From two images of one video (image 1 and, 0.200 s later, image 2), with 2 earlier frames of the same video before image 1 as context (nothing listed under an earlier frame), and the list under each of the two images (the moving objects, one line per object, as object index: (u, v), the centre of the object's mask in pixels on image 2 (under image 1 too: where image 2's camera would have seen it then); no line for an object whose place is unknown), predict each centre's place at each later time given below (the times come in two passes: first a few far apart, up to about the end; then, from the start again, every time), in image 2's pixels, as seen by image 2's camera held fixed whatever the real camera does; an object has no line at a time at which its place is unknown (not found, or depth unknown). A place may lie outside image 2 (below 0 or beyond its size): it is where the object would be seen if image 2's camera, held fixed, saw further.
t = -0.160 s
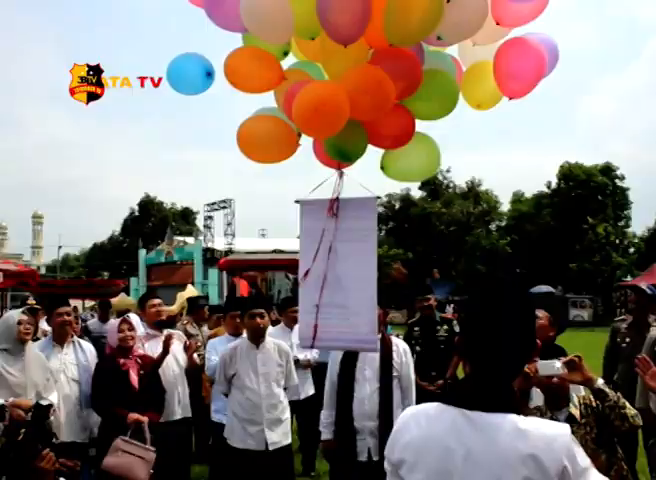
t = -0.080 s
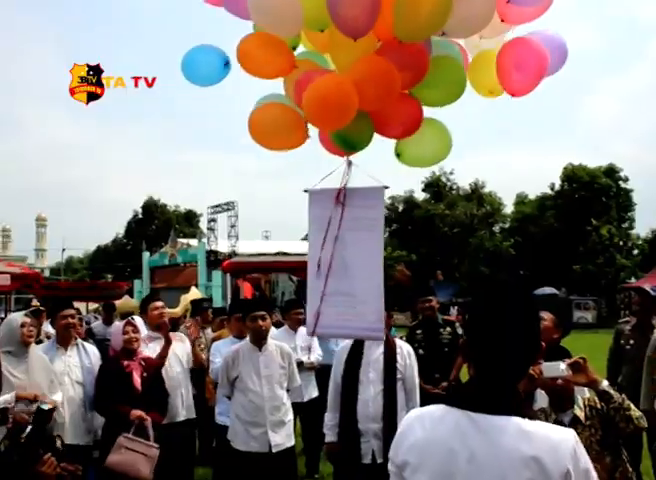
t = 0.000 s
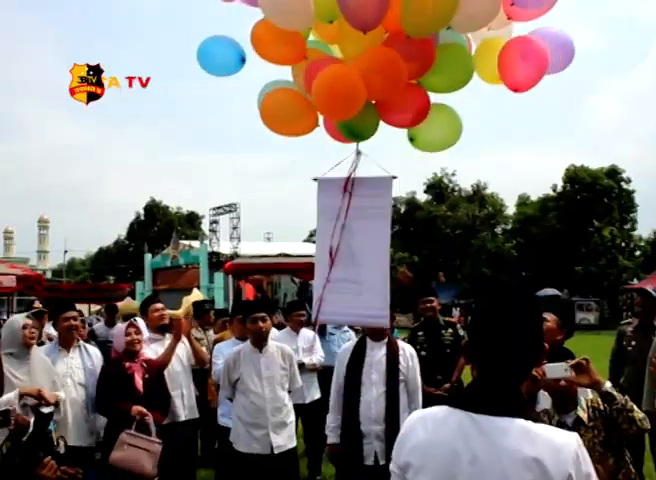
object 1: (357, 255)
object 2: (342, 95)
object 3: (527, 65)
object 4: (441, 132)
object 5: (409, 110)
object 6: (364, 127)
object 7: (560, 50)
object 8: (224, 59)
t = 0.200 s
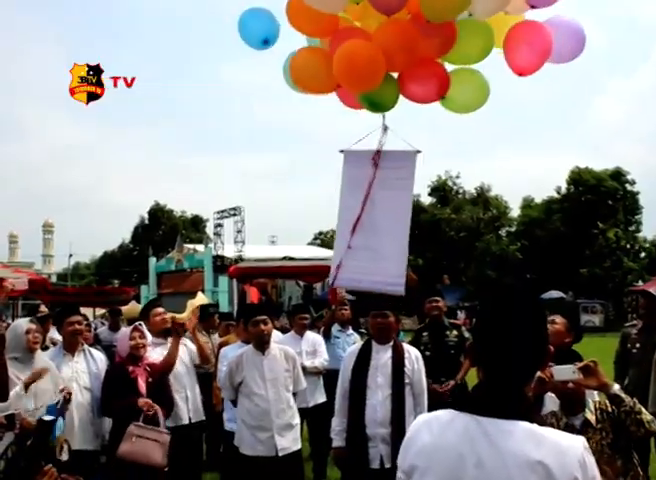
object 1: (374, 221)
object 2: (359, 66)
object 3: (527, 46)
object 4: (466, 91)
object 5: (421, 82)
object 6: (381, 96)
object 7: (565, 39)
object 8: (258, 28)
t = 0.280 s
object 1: (382, 209)
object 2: (365, 52)
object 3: (527, 37)
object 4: (475, 79)
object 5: (429, 71)
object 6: (389, 84)
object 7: (564, 34)
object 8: (272, 15)
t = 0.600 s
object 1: (426, 164)
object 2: (393, 2)
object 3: (536, -7)
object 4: (506, 42)
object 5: (462, 38)
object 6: (419, 39)
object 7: (568, 17)
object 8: (324, -25)
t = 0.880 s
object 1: (467, 128)
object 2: (424, -29)
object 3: (550, -33)
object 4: (519, 27)
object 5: (485, 12)
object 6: (446, 8)
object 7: (581, 9)
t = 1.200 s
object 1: (504, 97)
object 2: (456, -51)
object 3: (562, -55)
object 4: (520, 11)
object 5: (513, -12)
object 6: (479, -17)
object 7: (571, -2)
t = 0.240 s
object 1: (378, 215)
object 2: (362, 59)
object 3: (527, 42)
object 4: (470, 85)
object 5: (426, 76)
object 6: (385, 89)
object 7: (565, 36)
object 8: (265, 21)
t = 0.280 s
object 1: (382, 209)
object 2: (365, 52)
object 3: (527, 37)
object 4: (475, 79)
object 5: (429, 71)
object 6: (389, 84)
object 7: (564, 34)
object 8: (272, 15)
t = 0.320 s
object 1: (387, 203)
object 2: (368, 47)
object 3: (527, 31)
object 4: (479, 73)
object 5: (434, 66)
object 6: (393, 77)
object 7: (563, 31)
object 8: (278, 11)
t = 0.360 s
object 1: (392, 196)
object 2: (371, 40)
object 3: (527, 25)
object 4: (484, 66)
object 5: (440, 62)
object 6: (397, 71)
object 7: (563, 29)
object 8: (285, 6)
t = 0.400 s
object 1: (397, 190)
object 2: (374, 33)
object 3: (526, 20)
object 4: (488, 62)
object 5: (444, 57)
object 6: (401, 65)
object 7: (562, 26)
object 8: (291, 1)
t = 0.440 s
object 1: (403, 184)
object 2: (377, 26)
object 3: (527, 14)
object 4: (492, 58)
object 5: (448, 53)
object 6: (405, 59)
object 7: (562, 24)
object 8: (298, -4)
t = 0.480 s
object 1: (408, 179)
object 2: (380, 20)
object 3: (528, 8)
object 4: (496, 53)
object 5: (451, 49)
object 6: (408, 54)
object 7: (563, 21)
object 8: (305, -10)
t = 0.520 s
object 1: (414, 173)
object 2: (385, 13)
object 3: (530, 3)
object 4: (499, 49)
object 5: (455, 45)
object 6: (412, 49)
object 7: (565, 20)
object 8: (311, -15)
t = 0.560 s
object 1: (420, 168)
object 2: (388, 8)
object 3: (533, -2)
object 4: (503, 46)
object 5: (459, 42)
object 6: (416, 43)
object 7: (567, 18)
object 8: (318, -20)
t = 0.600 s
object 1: (426, 164)
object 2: (393, 2)
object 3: (536, -7)
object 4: (506, 42)
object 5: (462, 38)
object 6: (419, 39)
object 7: (568, 17)
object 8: (324, -25)
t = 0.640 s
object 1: (432, 158)
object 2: (398, -2)
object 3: (538, -10)
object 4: (509, 40)
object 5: (465, 34)
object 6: (422, 34)
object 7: (571, 16)
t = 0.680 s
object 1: (438, 153)
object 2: (402, -7)
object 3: (540, -14)
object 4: (512, 37)
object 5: (468, 30)
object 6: (425, 30)
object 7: (573, 15)
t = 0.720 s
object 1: (444, 148)
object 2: (406, -12)
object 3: (542, -18)
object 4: (514, 35)
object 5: (471, 26)
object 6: (428, 25)
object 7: (575, 14)
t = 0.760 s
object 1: (450, 143)
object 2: (411, -18)
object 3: (544, -22)
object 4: (516, 33)
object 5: (475, 23)
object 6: (432, 20)
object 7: (578, 13)
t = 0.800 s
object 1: (456, 138)
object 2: (417, -23)
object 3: (546, -26)
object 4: (517, 31)
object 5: (478, 19)
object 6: (436, 16)
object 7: (579, 11)
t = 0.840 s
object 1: (462, 133)
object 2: (421, -26)
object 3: (548, -30)
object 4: (518, 29)
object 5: (481, 16)
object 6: (441, 12)
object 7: (580, 10)
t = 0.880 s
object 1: (467, 128)
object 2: (424, -29)
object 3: (550, -33)
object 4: (519, 27)
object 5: (485, 12)
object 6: (446, 8)
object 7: (581, 9)
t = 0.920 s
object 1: (473, 124)
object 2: (430, -33)
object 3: (552, -35)
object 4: (520, 25)
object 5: (488, 9)
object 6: (450, 4)
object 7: (582, 7)
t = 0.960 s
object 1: (478, 120)
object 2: (433, -35)
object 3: (554, -38)
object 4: (521, 23)
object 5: (492, 5)
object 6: (455, 0)
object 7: (581, 5)
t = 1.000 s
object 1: (483, 116)
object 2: (437, -39)
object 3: (555, -40)
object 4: (522, 21)
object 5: (495, 3)
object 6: (460, -3)
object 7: (580, 4)
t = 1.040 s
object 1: (488, 111)
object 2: (441, -42)
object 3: (557, -44)
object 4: (522, 19)
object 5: (499, -1)
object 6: (464, -7)
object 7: (579, 2)
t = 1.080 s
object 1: (492, 108)
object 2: (446, -45)
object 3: (559, -46)
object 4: (522, 17)
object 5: (502, -3)
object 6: (467, -10)
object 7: (577, 2)
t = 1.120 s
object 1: (497, 104)
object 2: (449, -48)
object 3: (560, -49)
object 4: (522, 15)
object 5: (506, -6)
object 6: (471, -13)
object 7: (575, 0)
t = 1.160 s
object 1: (500, 100)
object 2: (453, -50)
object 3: (560, -52)
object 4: (521, 13)
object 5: (509, -9)
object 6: (475, -15)
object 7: (573, -1)
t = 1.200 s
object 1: (504, 97)
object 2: (456, -51)
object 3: (562, -55)
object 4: (520, 11)
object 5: (513, -12)
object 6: (479, -17)
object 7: (571, -2)
